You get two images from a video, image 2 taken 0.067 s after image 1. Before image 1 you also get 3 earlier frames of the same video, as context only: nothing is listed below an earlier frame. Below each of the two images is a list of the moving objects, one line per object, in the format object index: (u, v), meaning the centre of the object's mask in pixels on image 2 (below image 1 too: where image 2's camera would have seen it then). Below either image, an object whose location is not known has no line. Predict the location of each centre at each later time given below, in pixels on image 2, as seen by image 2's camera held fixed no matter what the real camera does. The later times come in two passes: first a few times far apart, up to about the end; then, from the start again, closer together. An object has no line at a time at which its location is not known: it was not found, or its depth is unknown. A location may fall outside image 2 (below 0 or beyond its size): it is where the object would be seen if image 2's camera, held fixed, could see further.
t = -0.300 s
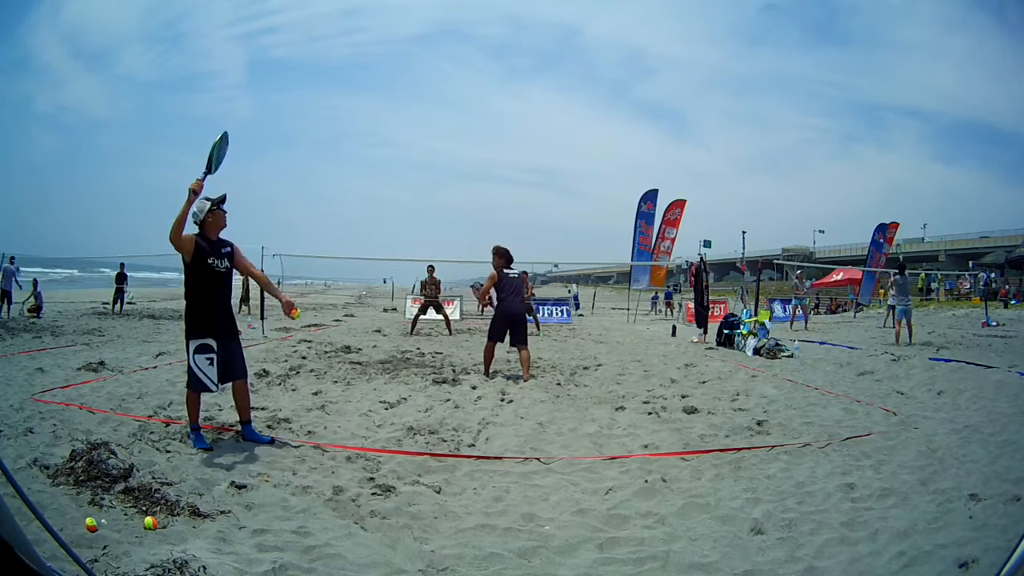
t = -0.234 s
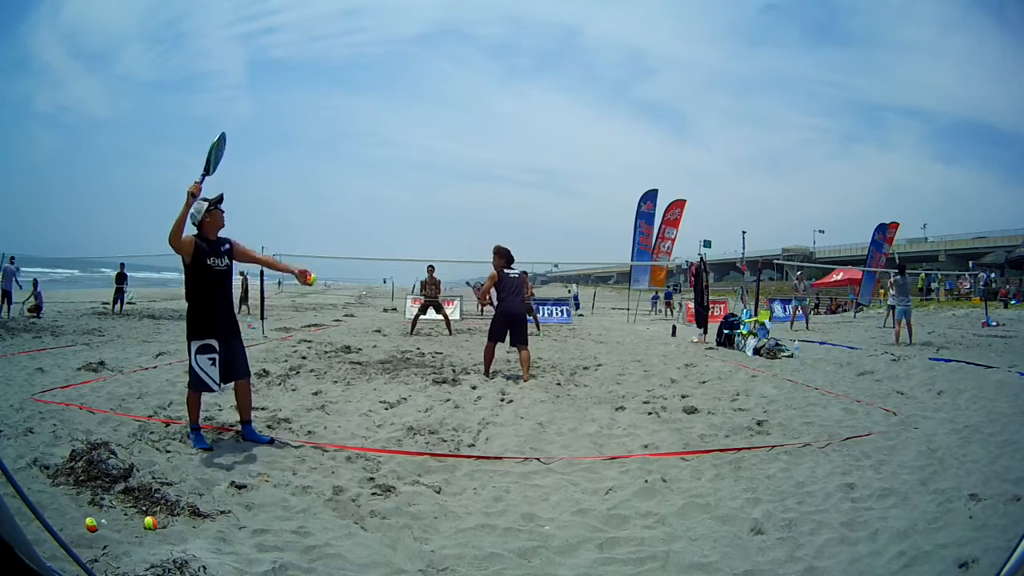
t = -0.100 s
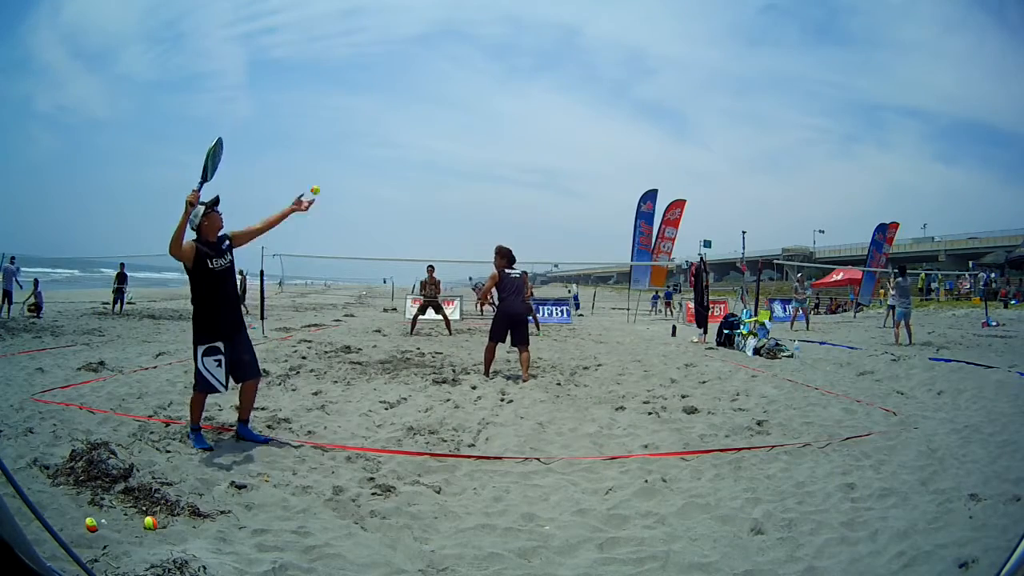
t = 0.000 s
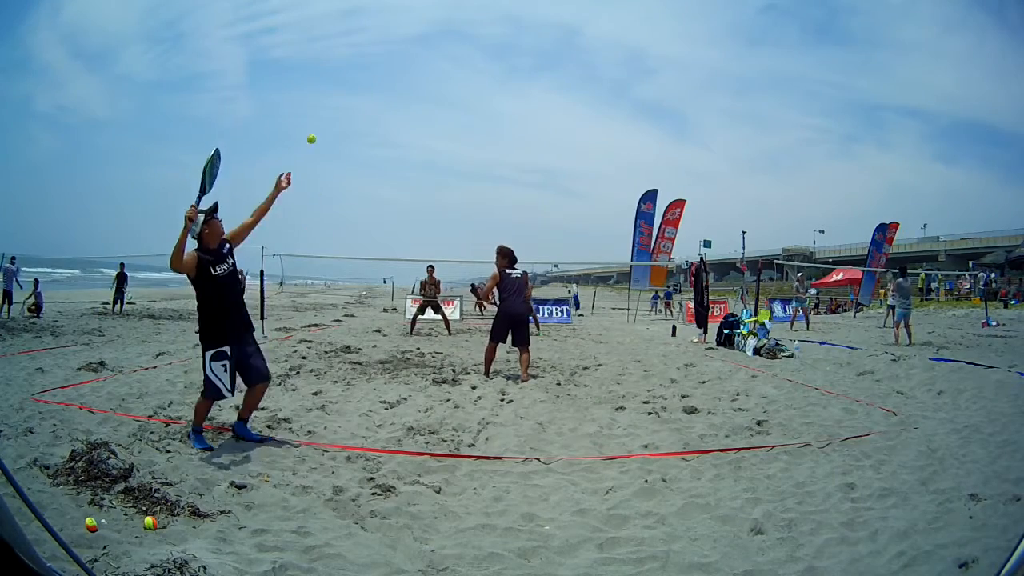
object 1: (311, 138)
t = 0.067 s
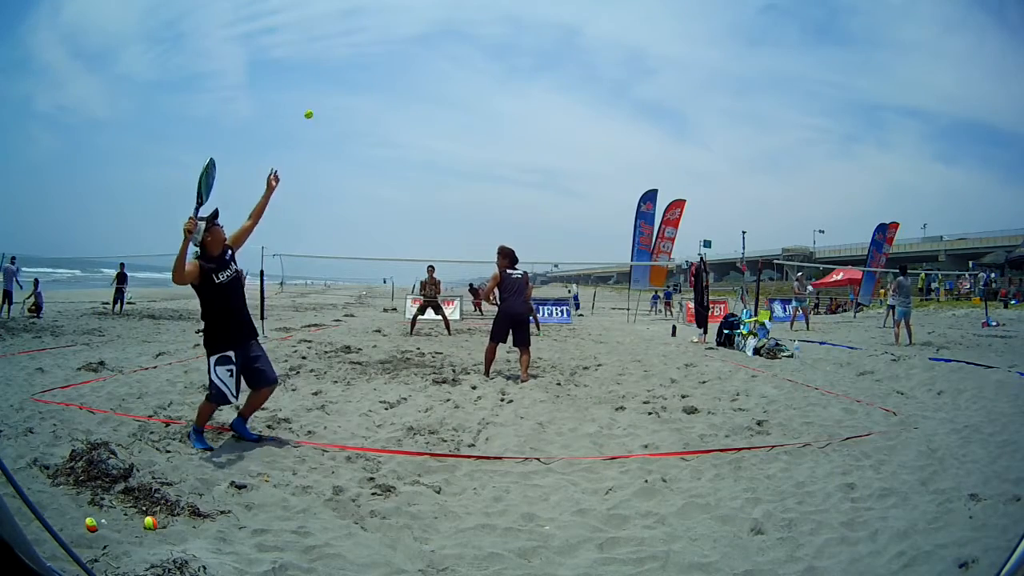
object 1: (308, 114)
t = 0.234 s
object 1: (299, 80)
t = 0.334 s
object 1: (291, 77)
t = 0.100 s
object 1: (307, 104)
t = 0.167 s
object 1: (303, 89)
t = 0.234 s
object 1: (299, 80)
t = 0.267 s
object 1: (296, 78)
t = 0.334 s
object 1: (291, 77)
